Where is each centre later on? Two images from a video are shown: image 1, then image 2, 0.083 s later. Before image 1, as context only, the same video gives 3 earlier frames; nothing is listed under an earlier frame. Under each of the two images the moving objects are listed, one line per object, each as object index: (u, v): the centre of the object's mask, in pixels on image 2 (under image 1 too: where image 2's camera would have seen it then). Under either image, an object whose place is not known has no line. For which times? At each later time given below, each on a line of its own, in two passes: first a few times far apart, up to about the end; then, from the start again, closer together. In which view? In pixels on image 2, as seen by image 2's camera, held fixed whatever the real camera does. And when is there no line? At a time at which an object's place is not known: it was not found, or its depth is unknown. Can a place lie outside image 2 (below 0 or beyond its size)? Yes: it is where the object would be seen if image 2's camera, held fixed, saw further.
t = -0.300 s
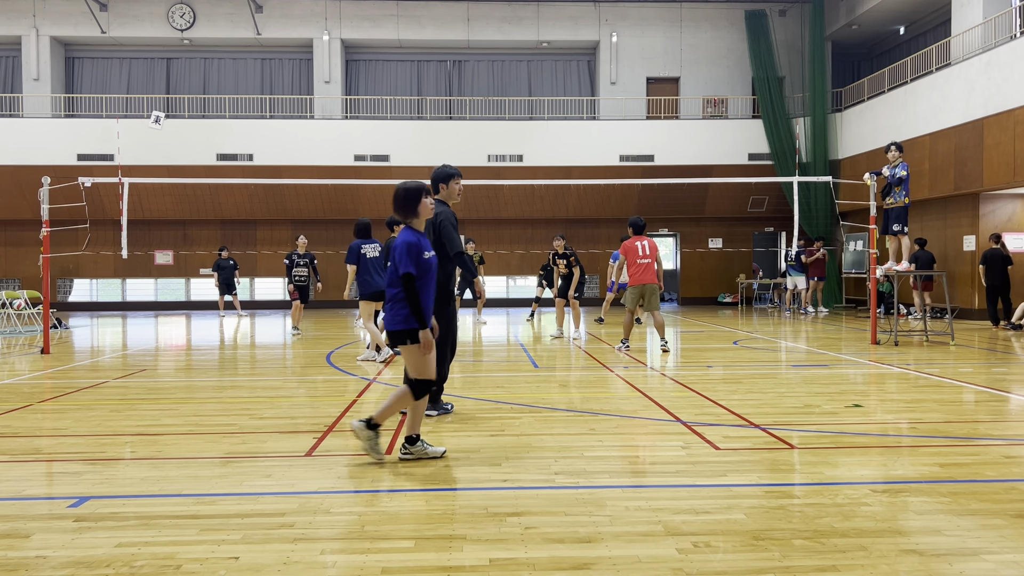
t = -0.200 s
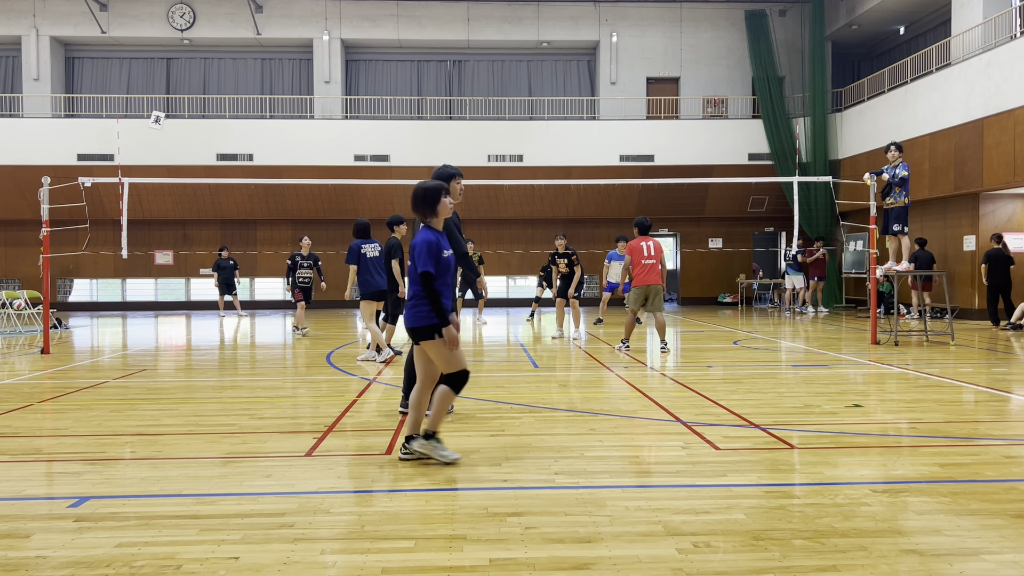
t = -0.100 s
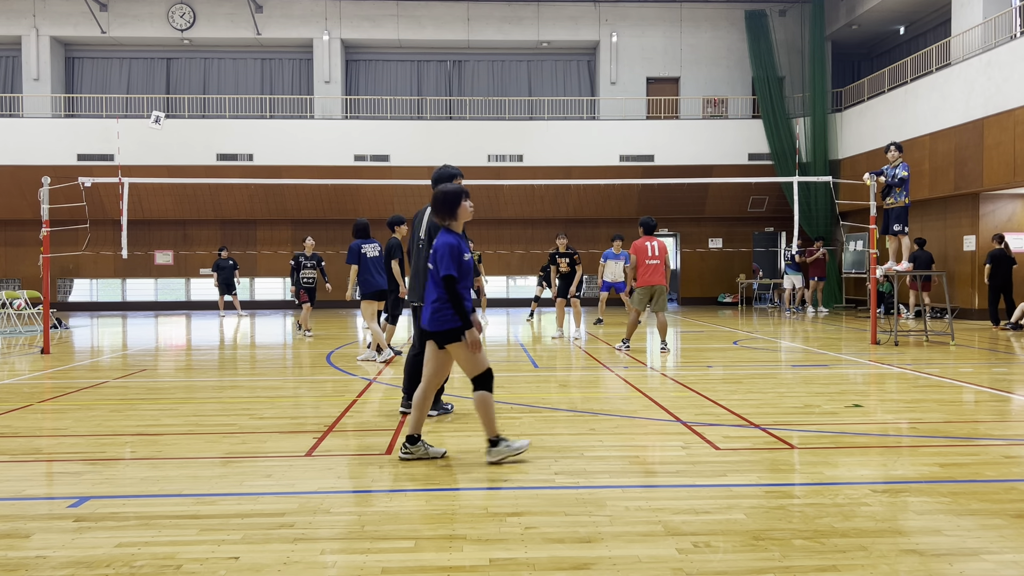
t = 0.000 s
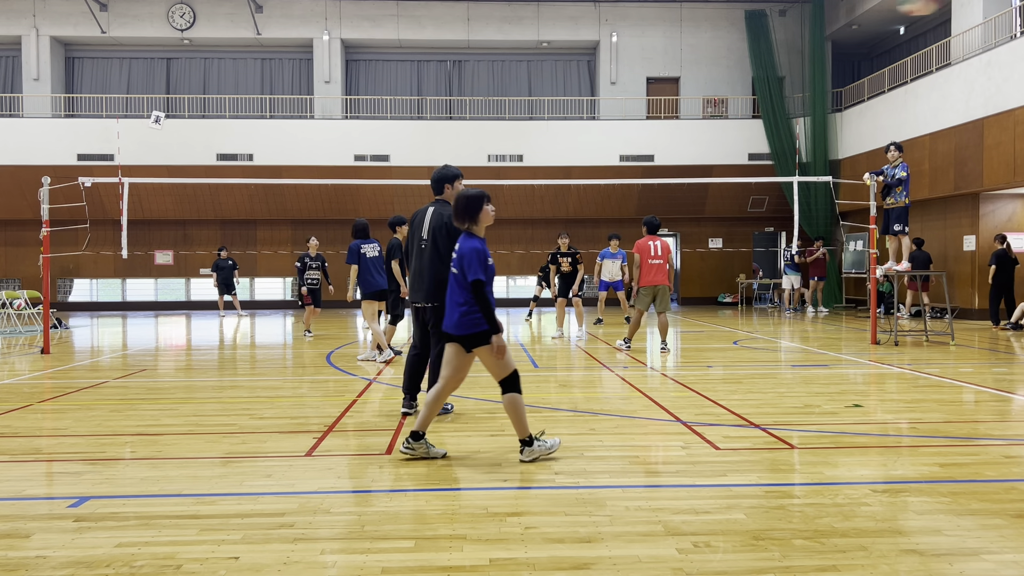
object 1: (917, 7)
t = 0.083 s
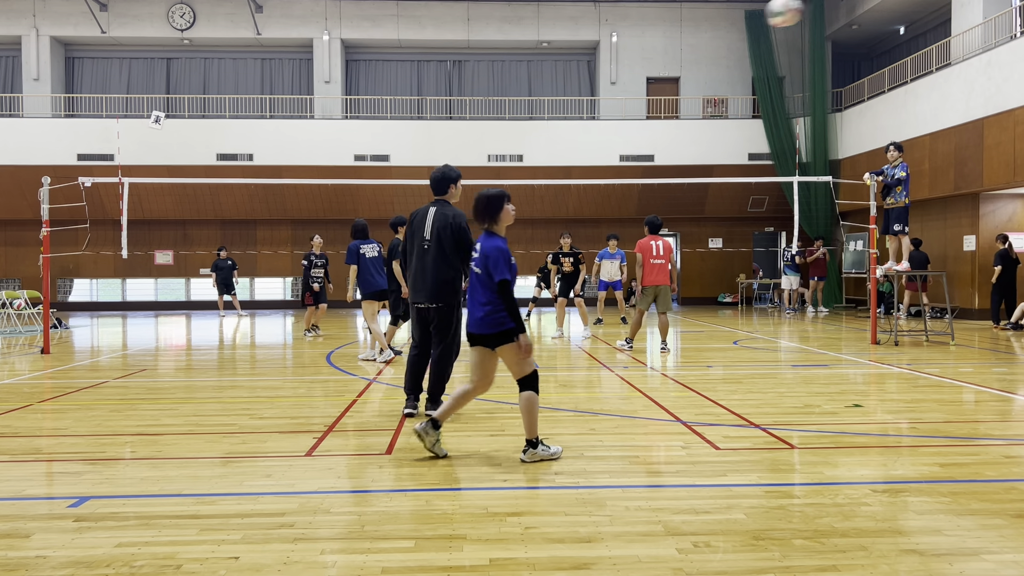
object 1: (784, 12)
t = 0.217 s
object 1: (647, 38)
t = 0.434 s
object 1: (529, 91)
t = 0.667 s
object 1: (463, 155)
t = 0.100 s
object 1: (763, 14)
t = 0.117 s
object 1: (743, 17)
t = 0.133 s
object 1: (725, 21)
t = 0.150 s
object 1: (706, 24)
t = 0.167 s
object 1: (690, 27)
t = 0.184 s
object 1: (675, 30)
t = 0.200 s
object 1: (661, 34)
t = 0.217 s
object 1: (647, 38)
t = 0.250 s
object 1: (624, 45)
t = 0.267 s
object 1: (612, 49)
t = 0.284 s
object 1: (601, 53)
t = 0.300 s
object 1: (591, 57)
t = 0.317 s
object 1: (582, 61)
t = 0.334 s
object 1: (573, 66)
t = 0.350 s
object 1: (565, 70)
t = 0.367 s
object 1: (557, 74)
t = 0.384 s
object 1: (549, 78)
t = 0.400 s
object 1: (542, 83)
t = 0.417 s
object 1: (535, 87)
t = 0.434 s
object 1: (529, 91)
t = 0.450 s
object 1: (523, 96)
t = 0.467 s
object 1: (517, 100)
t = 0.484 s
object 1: (512, 104)
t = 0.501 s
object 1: (507, 109)
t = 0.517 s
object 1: (502, 113)
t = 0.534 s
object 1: (497, 118)
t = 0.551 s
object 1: (492, 123)
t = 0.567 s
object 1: (487, 128)
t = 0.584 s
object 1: (483, 133)
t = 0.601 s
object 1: (479, 137)
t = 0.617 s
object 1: (475, 142)
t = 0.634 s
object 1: (471, 146)
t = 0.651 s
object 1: (467, 150)
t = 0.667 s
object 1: (463, 155)
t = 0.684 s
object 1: (460, 160)
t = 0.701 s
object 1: (455, 166)
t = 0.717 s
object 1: (452, 169)
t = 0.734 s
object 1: (449, 173)
